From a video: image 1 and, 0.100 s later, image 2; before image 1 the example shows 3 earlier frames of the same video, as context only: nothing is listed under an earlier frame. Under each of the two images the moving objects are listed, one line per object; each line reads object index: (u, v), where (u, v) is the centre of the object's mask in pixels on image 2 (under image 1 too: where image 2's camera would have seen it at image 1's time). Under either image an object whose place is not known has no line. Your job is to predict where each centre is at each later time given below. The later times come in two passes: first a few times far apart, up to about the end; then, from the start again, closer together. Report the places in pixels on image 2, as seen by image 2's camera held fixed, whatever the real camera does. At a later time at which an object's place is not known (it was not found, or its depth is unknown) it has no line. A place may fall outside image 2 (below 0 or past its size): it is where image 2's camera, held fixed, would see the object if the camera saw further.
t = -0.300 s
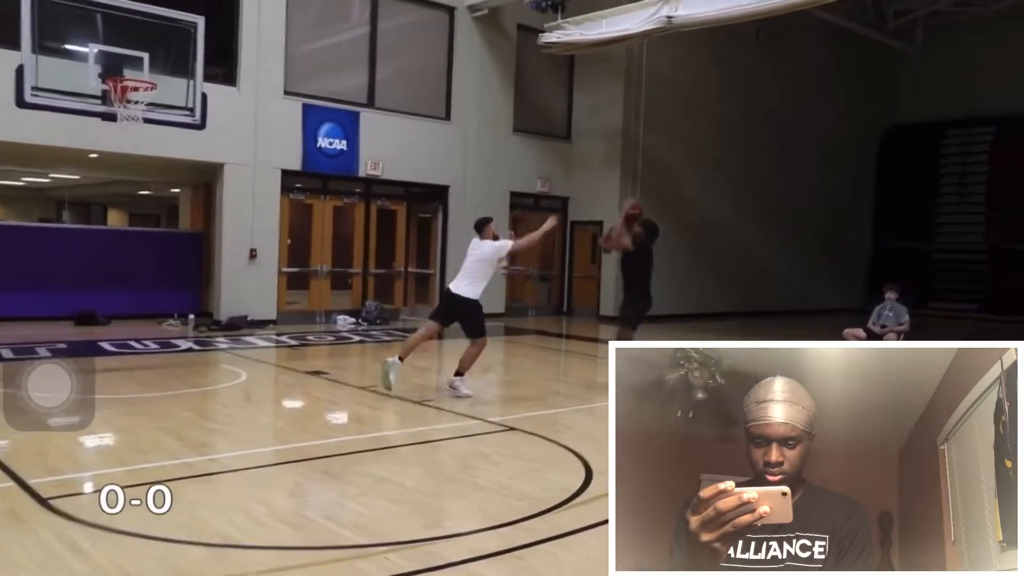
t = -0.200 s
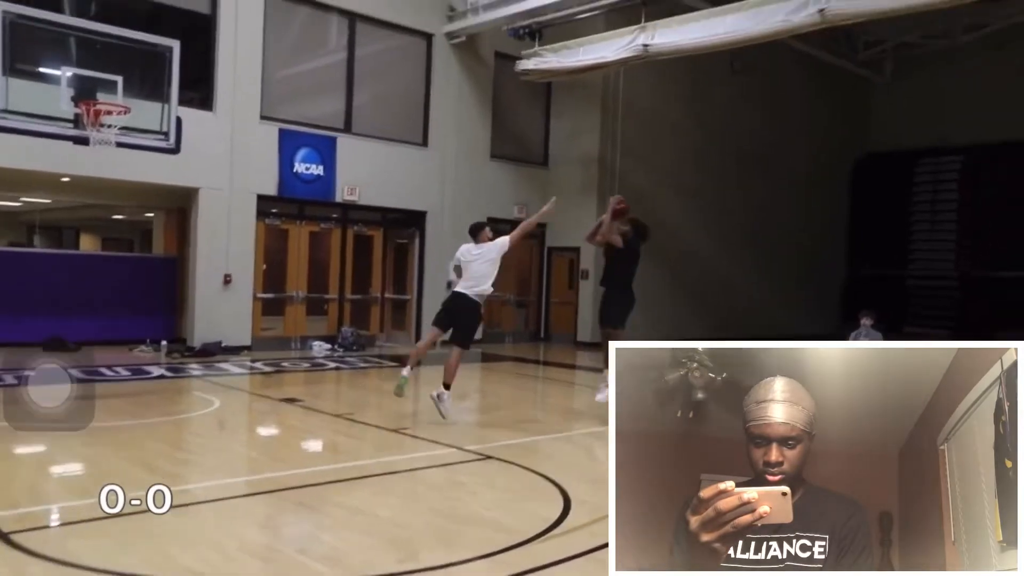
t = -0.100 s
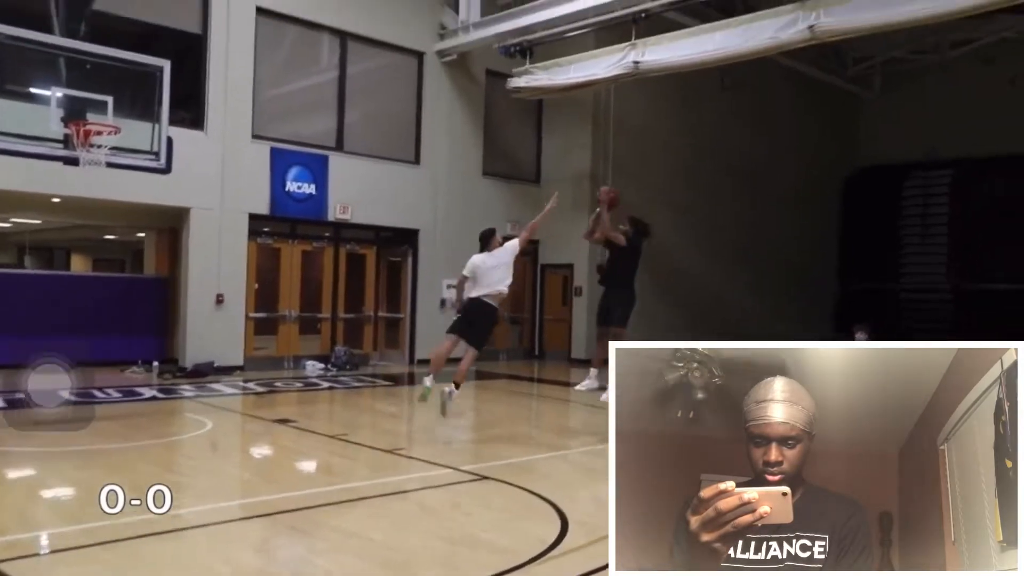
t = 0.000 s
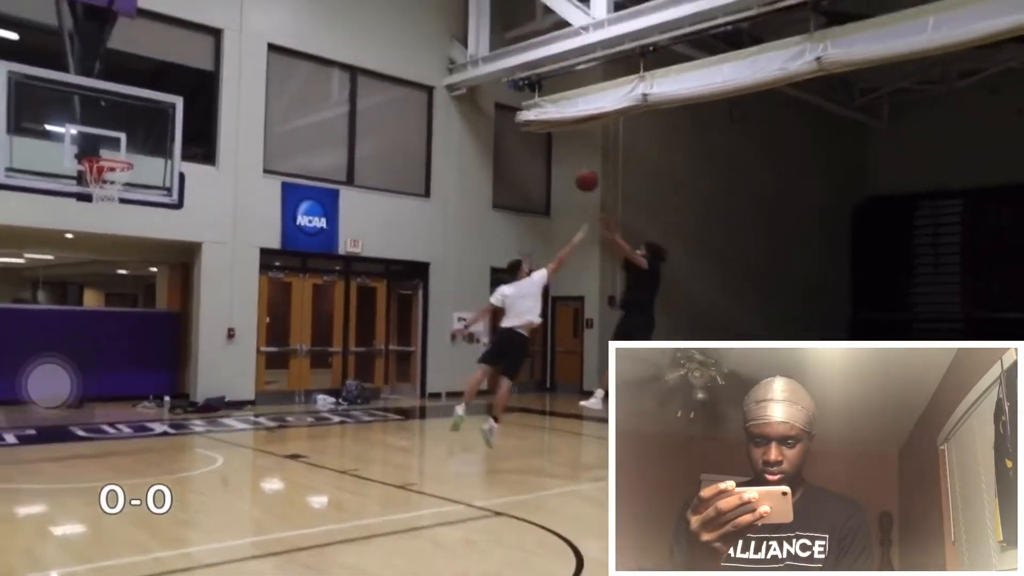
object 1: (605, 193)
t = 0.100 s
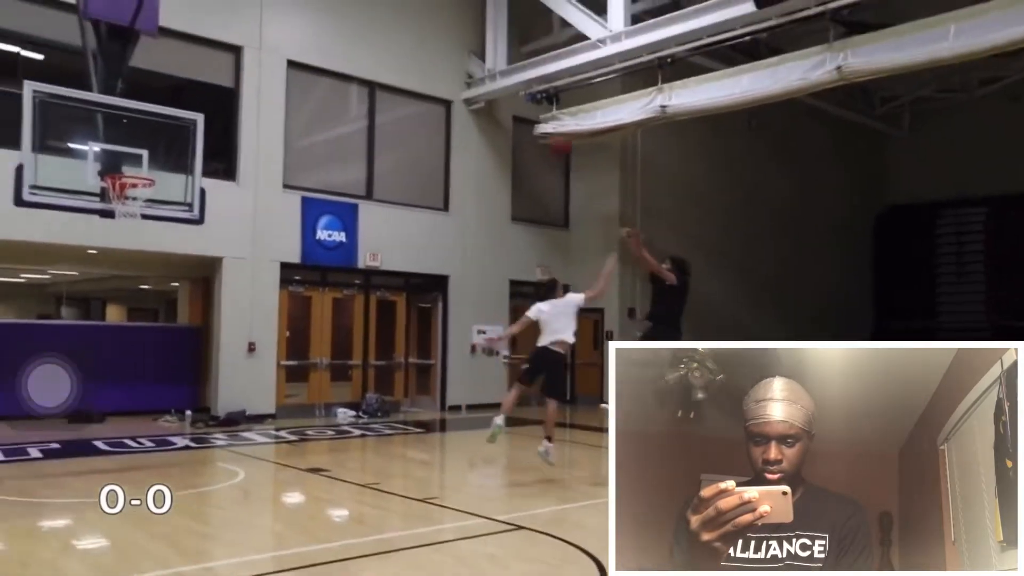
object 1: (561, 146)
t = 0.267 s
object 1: (487, 92)
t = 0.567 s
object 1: (356, 56)
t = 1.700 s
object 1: (55, 378)
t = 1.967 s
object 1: (48, 411)
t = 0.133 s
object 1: (545, 134)
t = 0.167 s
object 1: (531, 122)
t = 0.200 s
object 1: (517, 110)
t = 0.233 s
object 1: (501, 102)
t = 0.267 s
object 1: (487, 92)
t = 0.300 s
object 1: (472, 84)
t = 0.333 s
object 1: (458, 77)
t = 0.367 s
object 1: (443, 71)
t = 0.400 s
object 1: (428, 66)
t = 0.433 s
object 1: (413, 63)
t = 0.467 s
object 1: (399, 59)
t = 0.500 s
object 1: (385, 58)
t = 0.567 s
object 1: (356, 56)
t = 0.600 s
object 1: (342, 57)
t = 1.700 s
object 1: (55, 378)
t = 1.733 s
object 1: (49, 398)
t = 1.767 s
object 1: (46, 420)
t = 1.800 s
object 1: (40, 442)
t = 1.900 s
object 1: (41, 440)
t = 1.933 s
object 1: (45, 424)
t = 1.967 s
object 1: (48, 411)
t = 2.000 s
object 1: (52, 398)
